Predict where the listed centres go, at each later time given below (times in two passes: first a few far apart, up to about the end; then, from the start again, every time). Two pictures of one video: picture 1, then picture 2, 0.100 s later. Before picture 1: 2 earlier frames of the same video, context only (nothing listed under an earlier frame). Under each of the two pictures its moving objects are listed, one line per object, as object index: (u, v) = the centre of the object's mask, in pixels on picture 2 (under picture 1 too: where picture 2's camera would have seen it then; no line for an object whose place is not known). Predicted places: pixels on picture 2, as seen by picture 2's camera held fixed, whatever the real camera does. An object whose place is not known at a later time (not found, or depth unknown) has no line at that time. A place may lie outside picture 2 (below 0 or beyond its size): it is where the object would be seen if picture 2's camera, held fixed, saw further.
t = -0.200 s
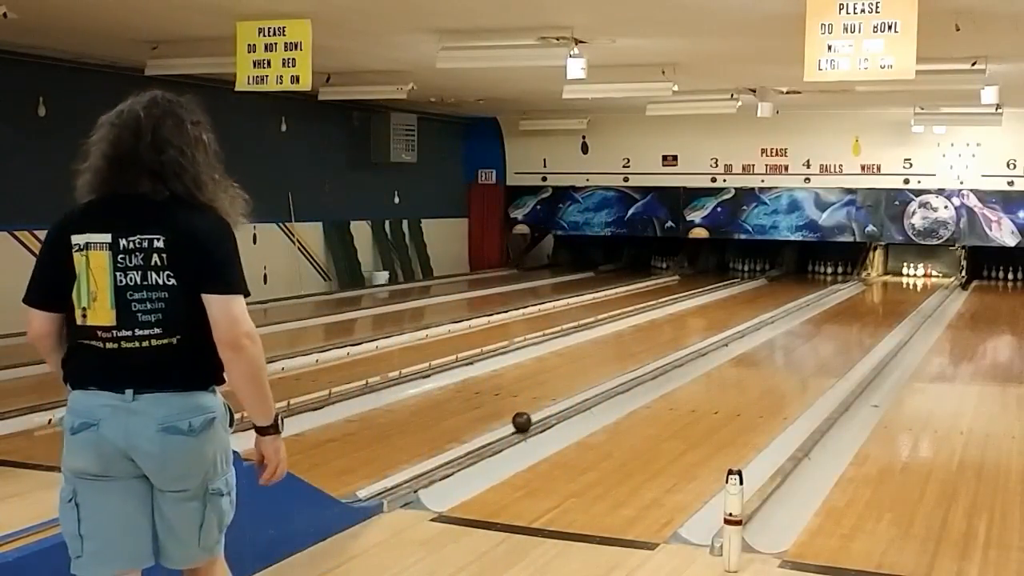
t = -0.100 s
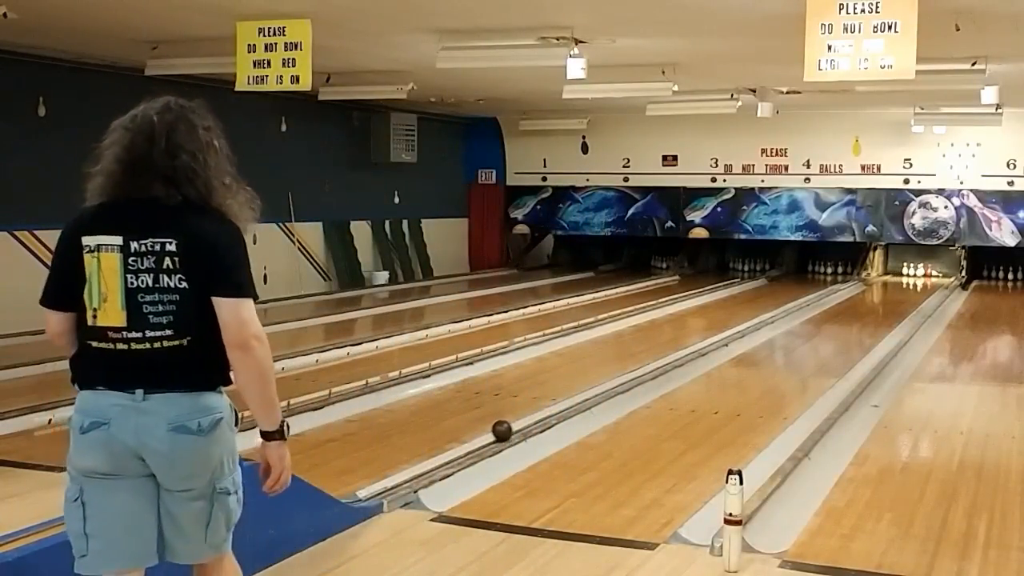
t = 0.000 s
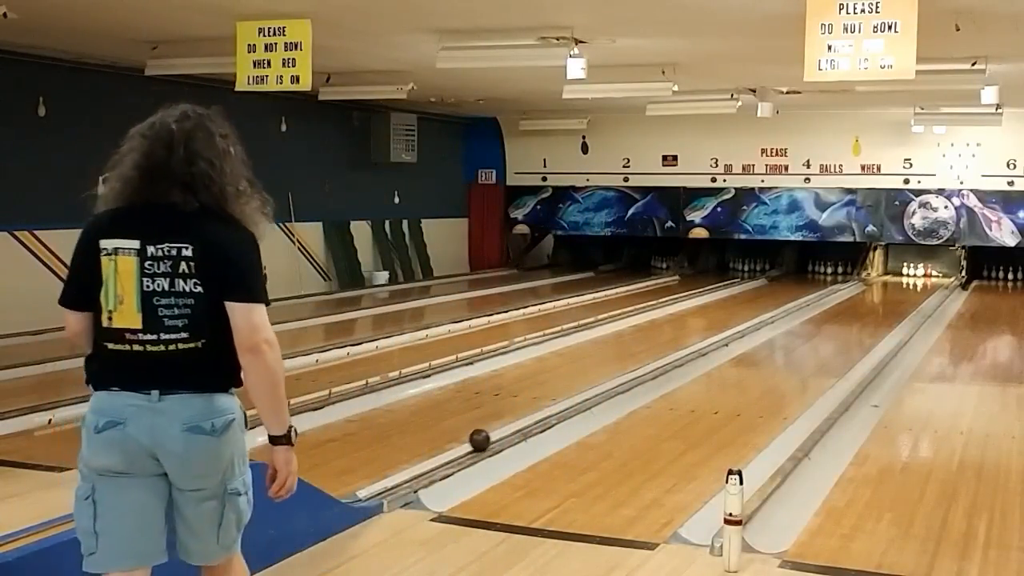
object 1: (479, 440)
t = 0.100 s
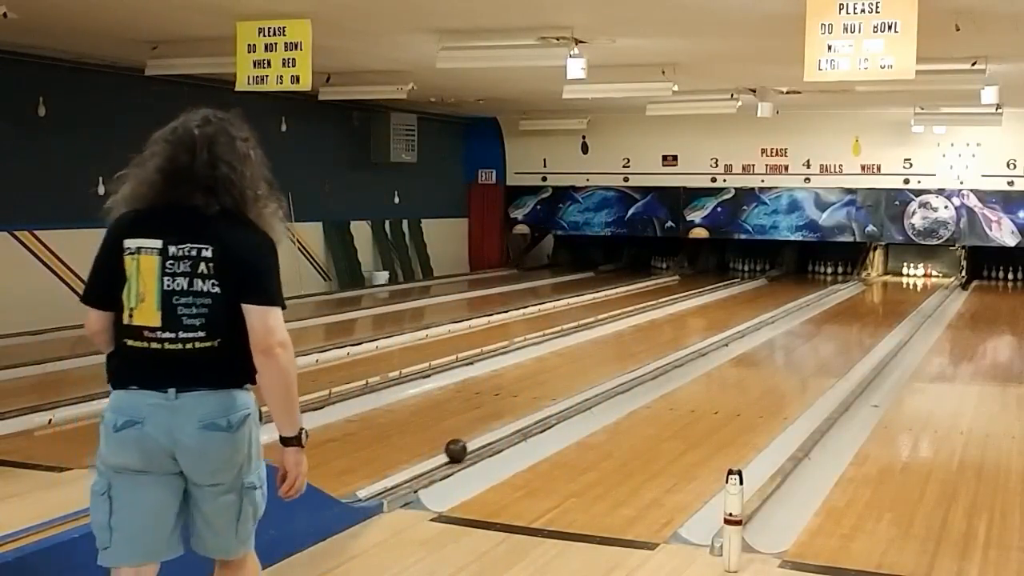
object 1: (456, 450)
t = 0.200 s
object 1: (430, 461)
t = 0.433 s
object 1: (360, 490)
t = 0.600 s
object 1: (312, 470)
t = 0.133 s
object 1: (447, 454)
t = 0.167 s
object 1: (439, 458)
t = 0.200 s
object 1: (430, 461)
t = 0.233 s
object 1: (421, 465)
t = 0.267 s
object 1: (412, 469)
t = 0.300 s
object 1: (402, 473)
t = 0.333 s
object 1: (392, 478)
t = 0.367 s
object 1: (383, 482)
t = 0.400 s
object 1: (372, 486)
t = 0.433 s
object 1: (360, 490)
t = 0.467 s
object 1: (350, 489)
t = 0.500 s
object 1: (340, 486)
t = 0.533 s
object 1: (330, 481)
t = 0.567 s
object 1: (321, 475)
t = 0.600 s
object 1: (312, 470)
